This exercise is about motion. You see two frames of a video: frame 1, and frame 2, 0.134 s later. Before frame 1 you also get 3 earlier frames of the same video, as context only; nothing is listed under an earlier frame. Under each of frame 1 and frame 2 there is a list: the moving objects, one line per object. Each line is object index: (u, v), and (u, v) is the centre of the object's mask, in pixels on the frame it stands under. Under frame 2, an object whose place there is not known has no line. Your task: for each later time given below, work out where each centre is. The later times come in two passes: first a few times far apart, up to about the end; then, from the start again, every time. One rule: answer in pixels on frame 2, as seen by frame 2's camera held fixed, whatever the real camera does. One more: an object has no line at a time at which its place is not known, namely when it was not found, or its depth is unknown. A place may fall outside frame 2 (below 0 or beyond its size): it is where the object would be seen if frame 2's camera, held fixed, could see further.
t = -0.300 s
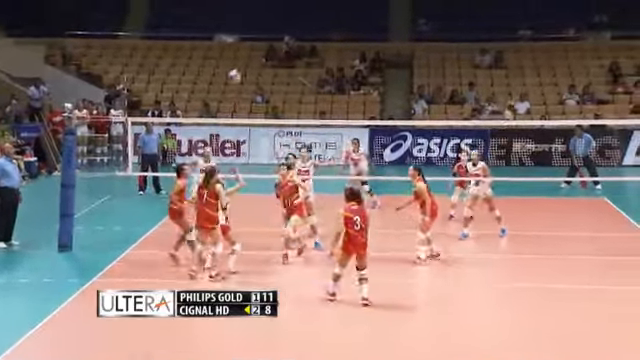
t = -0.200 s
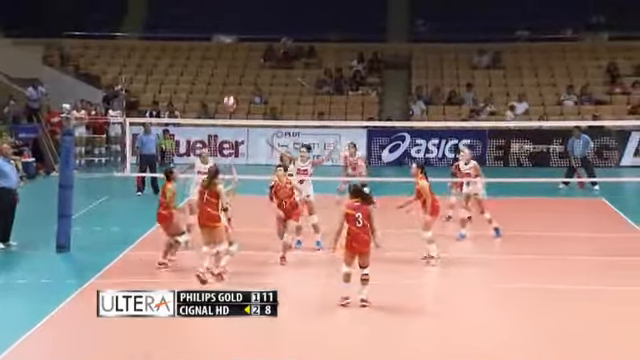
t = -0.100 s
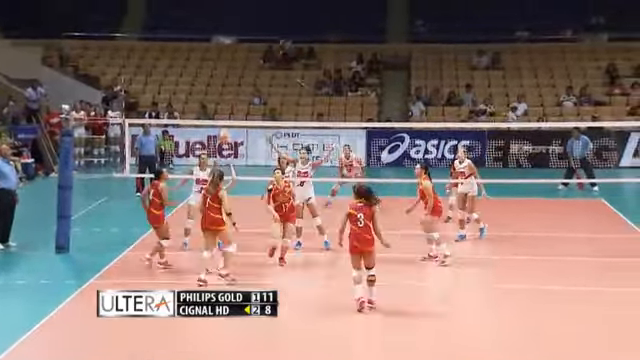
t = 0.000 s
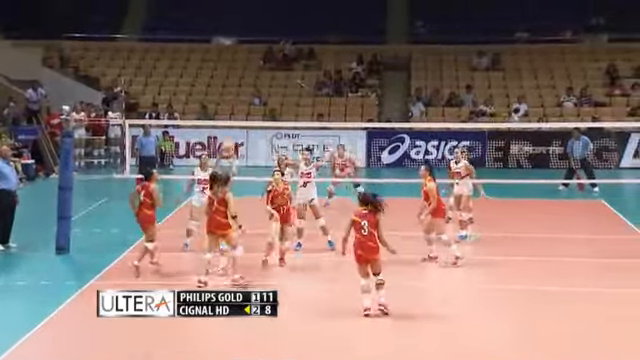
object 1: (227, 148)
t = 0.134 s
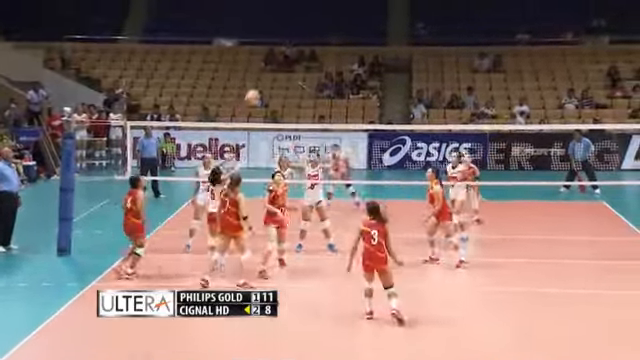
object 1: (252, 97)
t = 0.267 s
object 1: (275, 58)
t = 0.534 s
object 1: (318, 15)
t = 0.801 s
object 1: (359, 17)
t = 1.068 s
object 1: (398, 62)
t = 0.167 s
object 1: (258, 87)
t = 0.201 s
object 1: (264, 76)
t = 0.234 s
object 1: (269, 67)
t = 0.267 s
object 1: (275, 58)
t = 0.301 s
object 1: (280, 50)
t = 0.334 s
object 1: (286, 43)
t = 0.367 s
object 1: (291, 37)
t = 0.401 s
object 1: (297, 31)
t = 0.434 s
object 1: (302, 26)
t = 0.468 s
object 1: (307, 22)
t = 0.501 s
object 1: (313, 18)
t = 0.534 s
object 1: (318, 15)
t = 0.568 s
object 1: (323, 13)
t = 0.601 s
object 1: (328, 11)
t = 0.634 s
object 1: (333, 10)
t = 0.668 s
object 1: (339, 10)
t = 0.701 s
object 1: (343, 11)
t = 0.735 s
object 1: (349, 12)
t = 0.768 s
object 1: (354, 14)
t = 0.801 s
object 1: (359, 17)
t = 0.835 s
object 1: (364, 20)
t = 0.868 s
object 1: (369, 24)
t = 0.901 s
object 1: (374, 28)
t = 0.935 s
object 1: (379, 33)
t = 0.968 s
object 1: (384, 39)
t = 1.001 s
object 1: (388, 46)
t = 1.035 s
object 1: (393, 53)
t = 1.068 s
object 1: (398, 62)
